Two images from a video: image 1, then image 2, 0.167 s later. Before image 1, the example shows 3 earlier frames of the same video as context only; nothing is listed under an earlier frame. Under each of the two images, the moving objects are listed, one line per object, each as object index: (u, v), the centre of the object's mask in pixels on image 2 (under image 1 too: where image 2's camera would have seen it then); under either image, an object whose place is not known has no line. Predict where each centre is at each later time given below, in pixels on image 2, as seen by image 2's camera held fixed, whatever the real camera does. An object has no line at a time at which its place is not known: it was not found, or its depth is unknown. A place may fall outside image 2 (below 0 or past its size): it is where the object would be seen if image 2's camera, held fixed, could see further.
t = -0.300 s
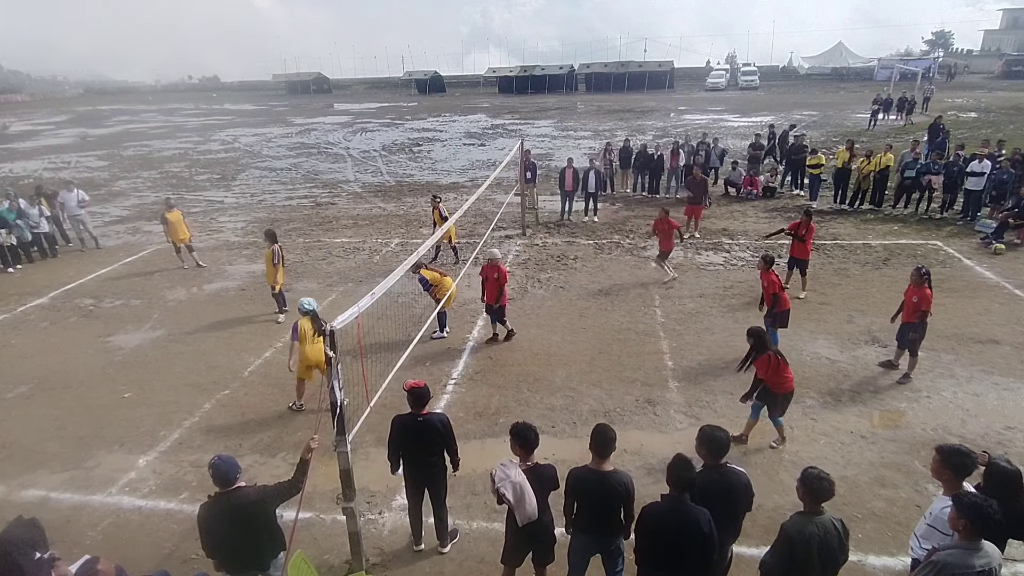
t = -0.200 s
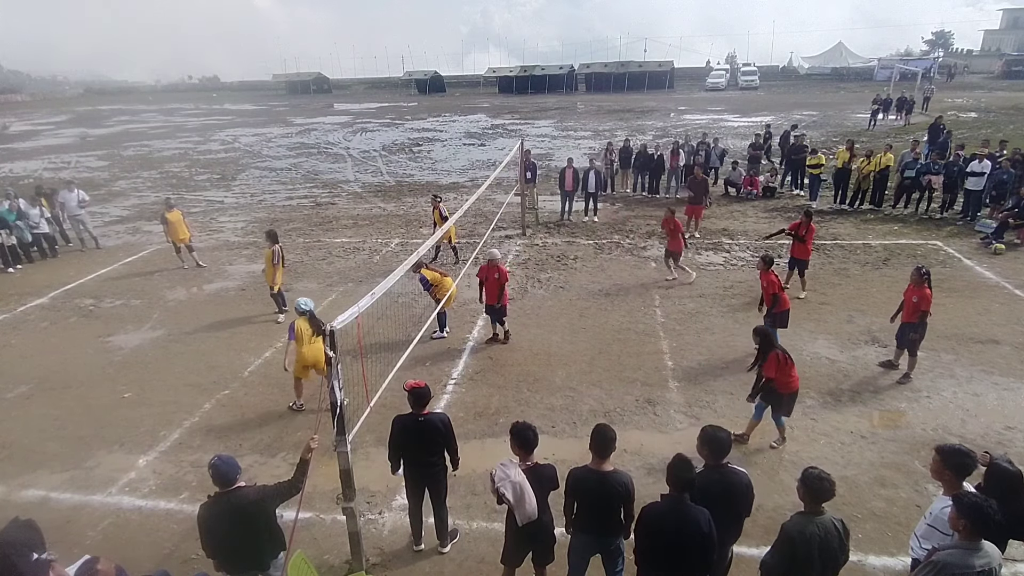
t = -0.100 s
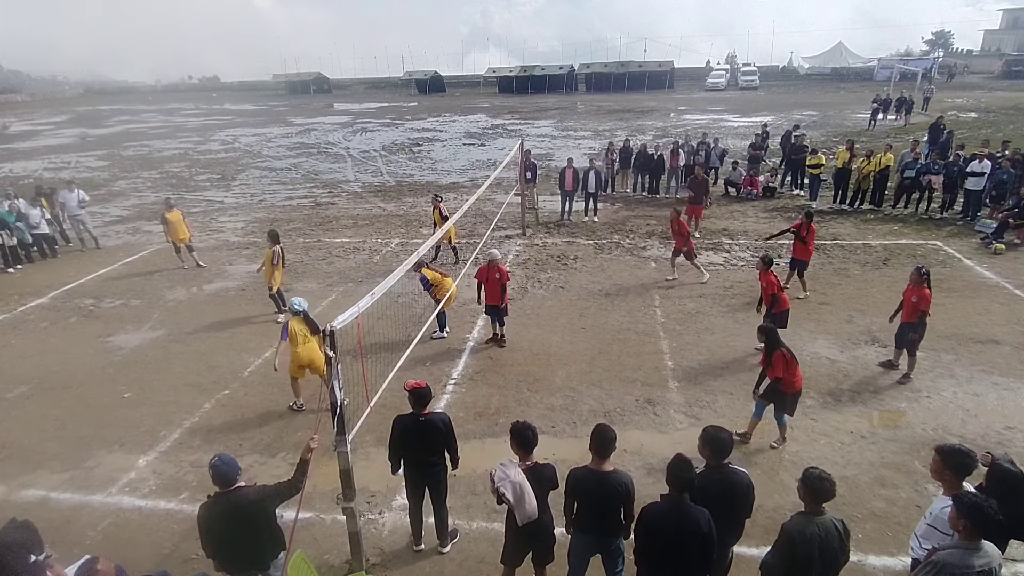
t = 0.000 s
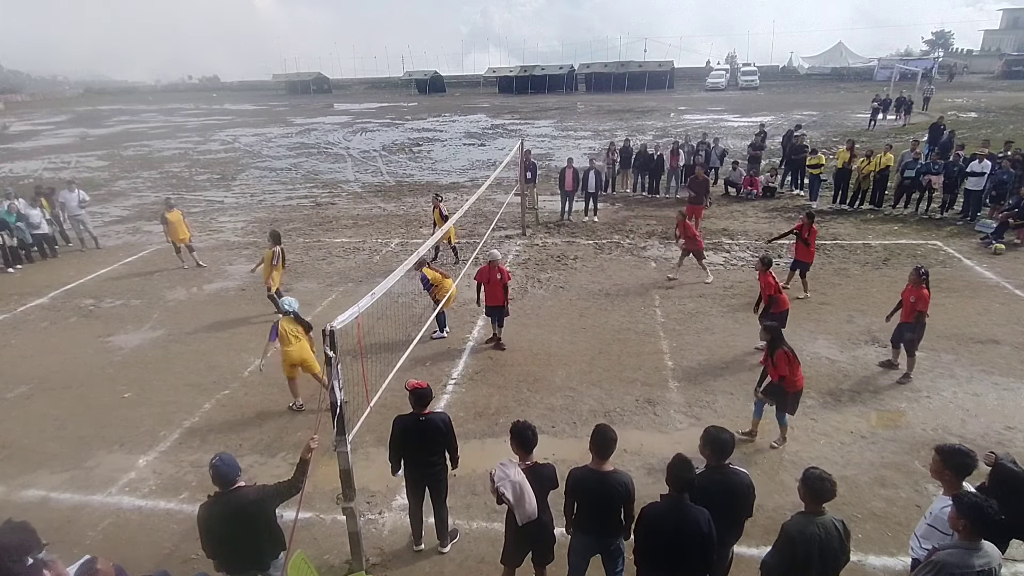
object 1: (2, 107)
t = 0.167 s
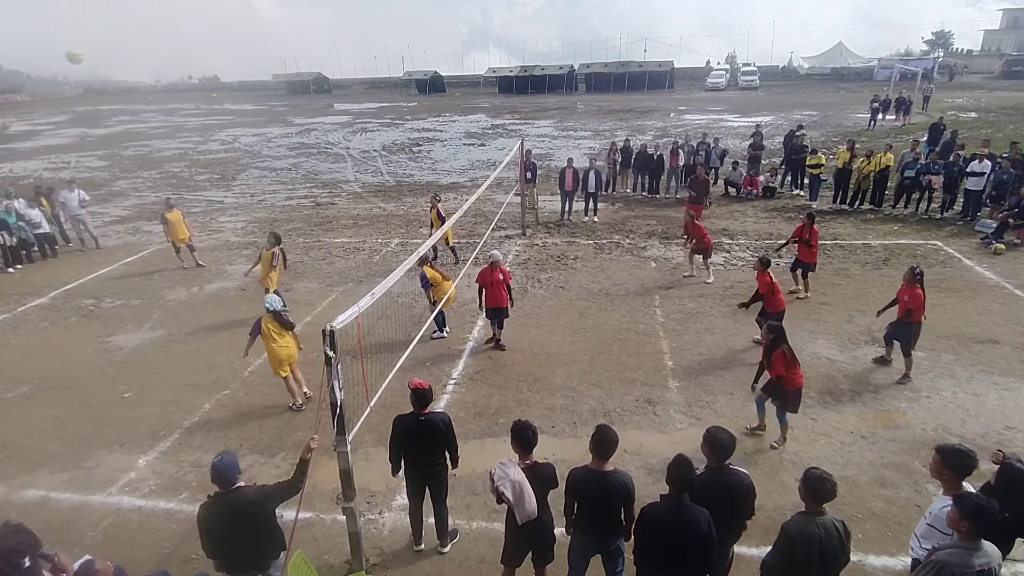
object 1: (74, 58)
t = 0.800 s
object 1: (434, 55)
